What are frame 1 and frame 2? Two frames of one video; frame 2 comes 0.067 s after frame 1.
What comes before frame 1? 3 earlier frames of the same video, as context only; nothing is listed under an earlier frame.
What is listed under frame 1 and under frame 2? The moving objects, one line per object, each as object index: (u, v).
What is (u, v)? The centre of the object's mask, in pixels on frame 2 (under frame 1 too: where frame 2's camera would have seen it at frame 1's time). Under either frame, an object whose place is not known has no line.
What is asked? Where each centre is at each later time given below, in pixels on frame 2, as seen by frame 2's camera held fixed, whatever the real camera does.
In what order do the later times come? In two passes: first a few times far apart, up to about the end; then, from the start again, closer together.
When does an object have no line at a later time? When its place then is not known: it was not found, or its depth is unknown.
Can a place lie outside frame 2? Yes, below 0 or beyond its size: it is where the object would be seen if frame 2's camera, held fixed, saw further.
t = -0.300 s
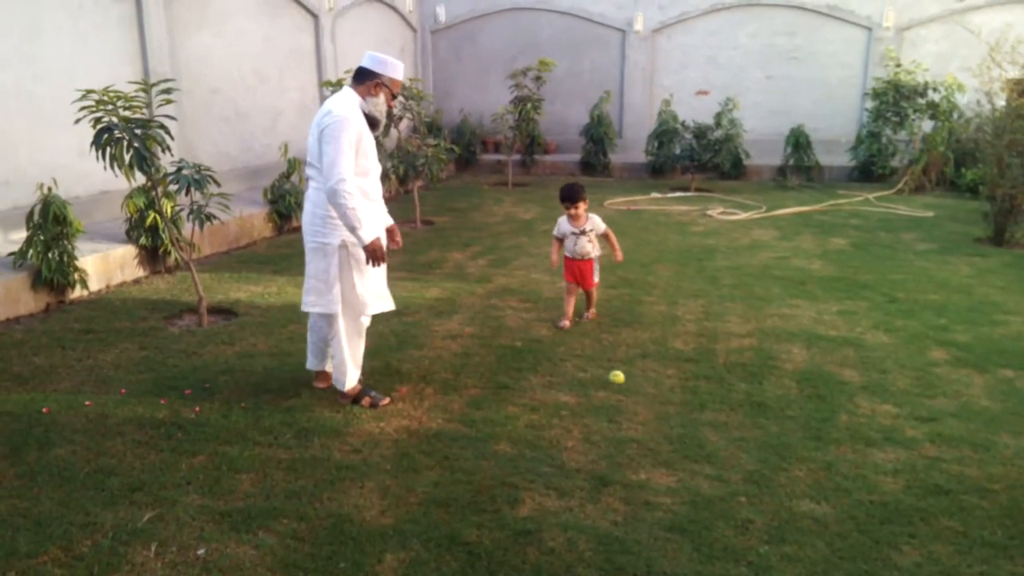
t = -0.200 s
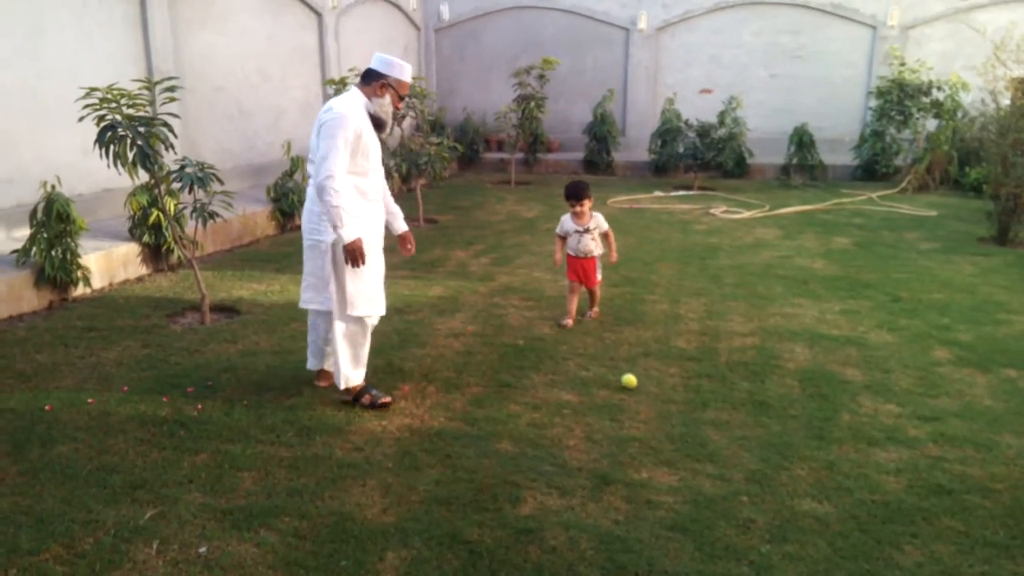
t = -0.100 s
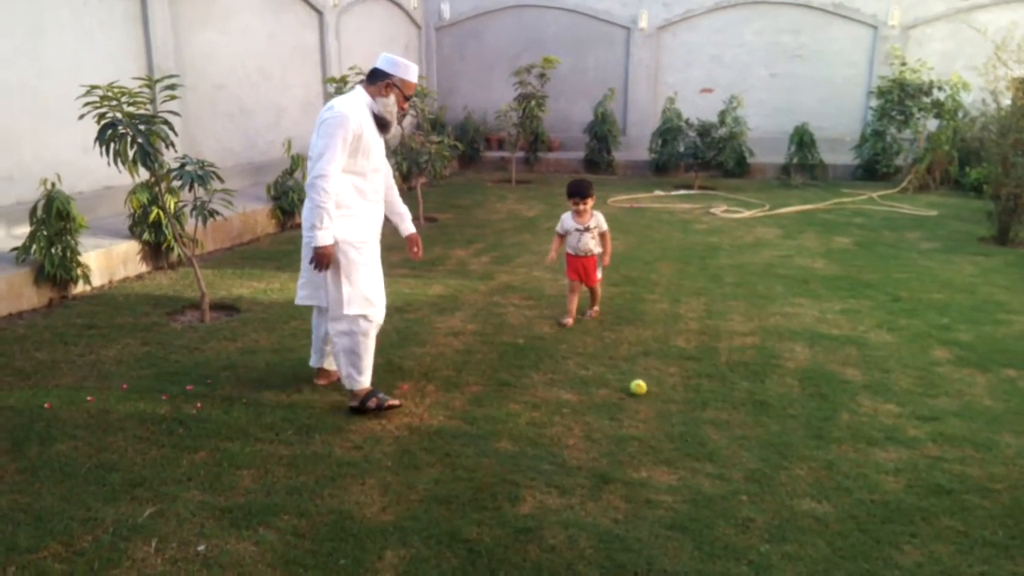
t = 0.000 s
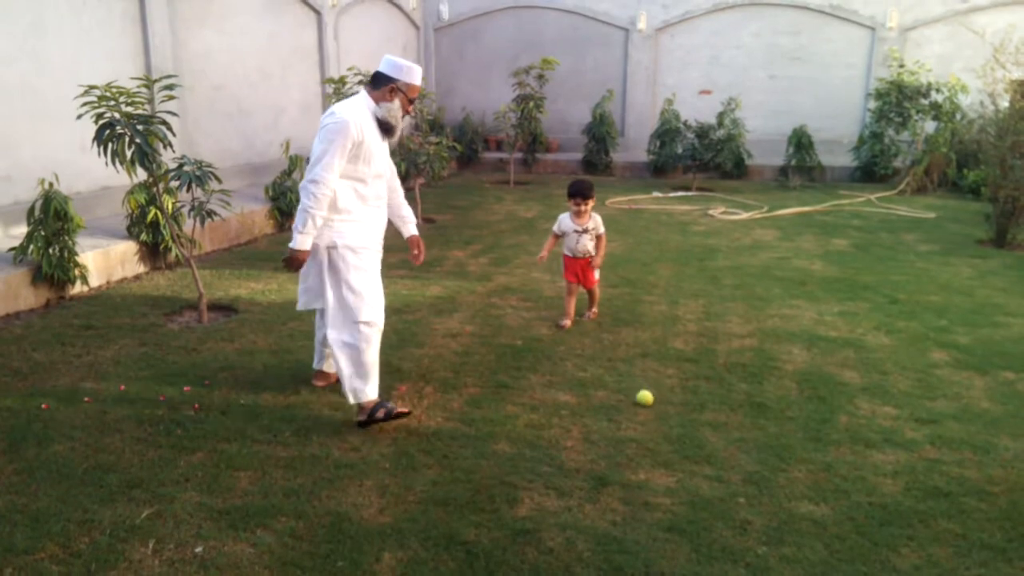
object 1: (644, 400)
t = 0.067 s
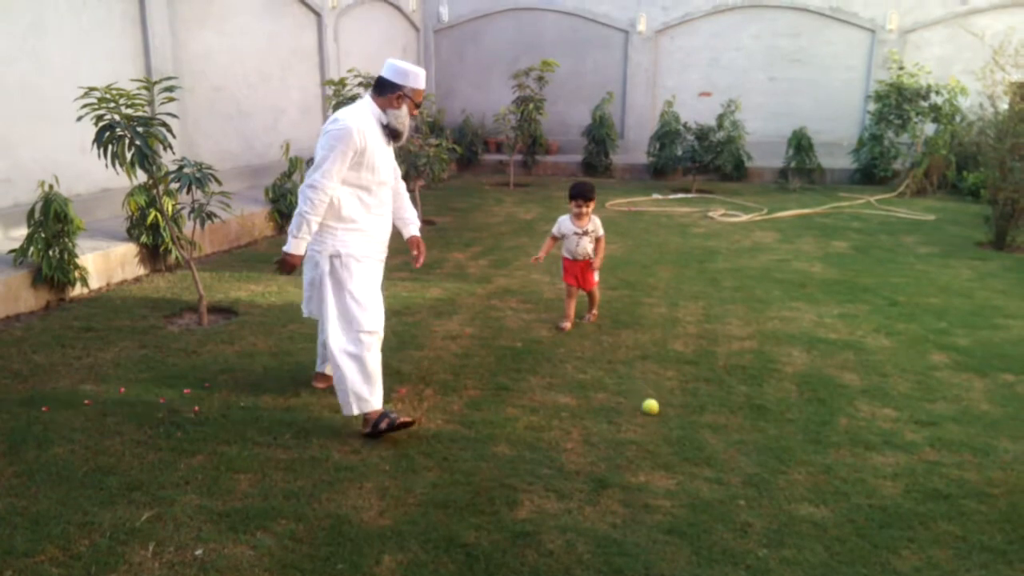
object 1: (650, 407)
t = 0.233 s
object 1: (664, 415)
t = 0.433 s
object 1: (678, 423)
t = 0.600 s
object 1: (687, 427)
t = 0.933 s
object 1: (688, 428)
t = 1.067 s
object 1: (688, 428)
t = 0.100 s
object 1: (653, 408)
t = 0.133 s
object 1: (655, 409)
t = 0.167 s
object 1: (659, 411)
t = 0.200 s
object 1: (661, 413)
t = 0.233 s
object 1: (664, 415)
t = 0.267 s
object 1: (667, 417)
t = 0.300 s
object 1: (669, 418)
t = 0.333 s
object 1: (672, 420)
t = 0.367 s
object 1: (674, 421)
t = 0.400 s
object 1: (676, 422)
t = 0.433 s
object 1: (678, 423)
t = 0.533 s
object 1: (684, 426)
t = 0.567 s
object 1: (686, 427)
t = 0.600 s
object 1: (687, 427)
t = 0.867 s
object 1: (687, 428)
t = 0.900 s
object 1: (688, 427)
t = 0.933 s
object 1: (688, 428)
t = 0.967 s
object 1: (688, 427)
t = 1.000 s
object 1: (688, 427)
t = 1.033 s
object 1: (688, 428)
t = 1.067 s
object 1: (688, 428)
